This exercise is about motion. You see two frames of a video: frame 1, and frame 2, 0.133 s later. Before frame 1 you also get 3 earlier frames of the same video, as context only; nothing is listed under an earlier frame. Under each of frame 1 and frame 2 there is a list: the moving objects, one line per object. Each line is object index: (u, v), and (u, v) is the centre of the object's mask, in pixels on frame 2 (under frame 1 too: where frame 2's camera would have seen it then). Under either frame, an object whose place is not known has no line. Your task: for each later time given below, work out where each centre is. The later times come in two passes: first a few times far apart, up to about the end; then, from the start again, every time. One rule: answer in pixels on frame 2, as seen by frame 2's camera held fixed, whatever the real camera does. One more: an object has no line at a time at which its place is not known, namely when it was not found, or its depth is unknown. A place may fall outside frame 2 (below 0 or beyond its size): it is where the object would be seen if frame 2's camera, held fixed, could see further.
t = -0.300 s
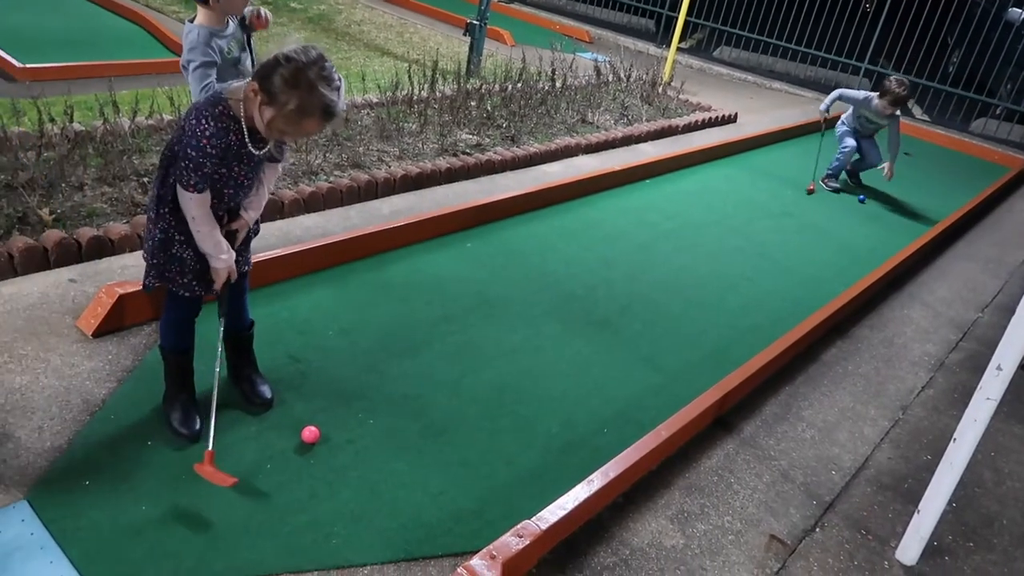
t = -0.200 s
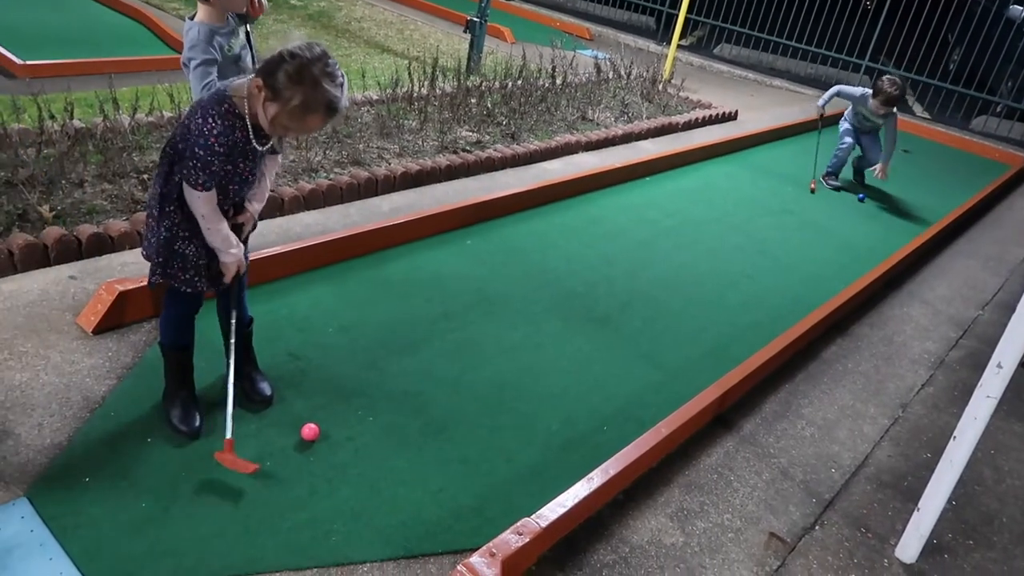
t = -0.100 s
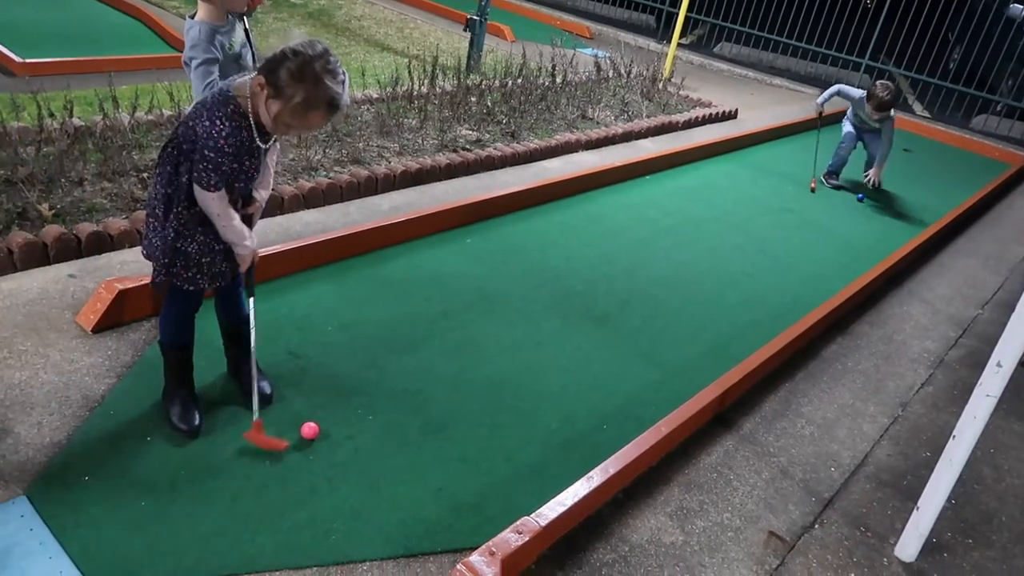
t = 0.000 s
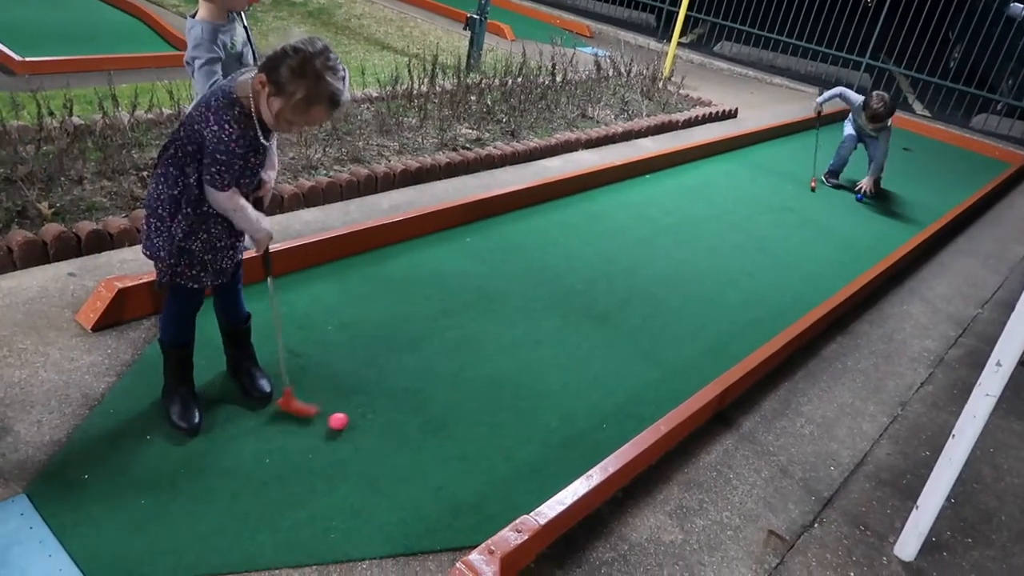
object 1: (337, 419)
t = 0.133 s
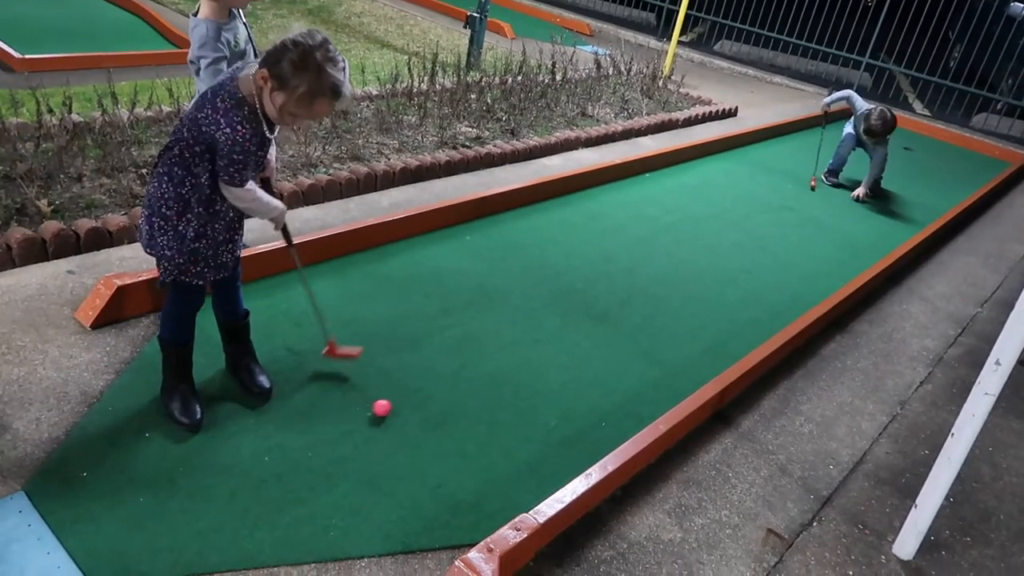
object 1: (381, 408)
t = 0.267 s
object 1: (419, 398)
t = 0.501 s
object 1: (476, 384)
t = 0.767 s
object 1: (530, 370)
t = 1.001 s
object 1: (569, 361)
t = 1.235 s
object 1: (601, 352)
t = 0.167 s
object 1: (391, 405)
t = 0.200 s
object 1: (401, 403)
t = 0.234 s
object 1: (410, 401)
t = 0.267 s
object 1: (419, 398)
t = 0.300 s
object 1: (428, 396)
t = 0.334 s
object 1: (437, 394)
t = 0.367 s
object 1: (445, 392)
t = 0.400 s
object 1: (453, 390)
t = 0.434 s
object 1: (461, 388)
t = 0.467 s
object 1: (469, 386)
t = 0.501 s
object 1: (476, 384)
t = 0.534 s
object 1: (484, 383)
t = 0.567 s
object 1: (491, 380)
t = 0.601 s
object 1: (498, 379)
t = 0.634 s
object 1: (505, 377)
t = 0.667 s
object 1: (512, 375)
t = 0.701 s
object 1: (518, 374)
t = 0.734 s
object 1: (524, 372)
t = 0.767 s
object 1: (530, 370)
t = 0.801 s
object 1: (536, 369)
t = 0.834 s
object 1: (542, 367)
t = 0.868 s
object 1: (548, 366)
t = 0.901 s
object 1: (554, 365)
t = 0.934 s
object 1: (559, 363)
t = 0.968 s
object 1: (564, 362)
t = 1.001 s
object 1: (569, 361)
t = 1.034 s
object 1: (574, 359)
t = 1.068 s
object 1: (579, 358)
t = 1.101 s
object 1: (584, 357)
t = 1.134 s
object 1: (588, 356)
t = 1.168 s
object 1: (592, 354)
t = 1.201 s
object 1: (597, 353)
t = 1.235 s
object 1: (601, 352)
